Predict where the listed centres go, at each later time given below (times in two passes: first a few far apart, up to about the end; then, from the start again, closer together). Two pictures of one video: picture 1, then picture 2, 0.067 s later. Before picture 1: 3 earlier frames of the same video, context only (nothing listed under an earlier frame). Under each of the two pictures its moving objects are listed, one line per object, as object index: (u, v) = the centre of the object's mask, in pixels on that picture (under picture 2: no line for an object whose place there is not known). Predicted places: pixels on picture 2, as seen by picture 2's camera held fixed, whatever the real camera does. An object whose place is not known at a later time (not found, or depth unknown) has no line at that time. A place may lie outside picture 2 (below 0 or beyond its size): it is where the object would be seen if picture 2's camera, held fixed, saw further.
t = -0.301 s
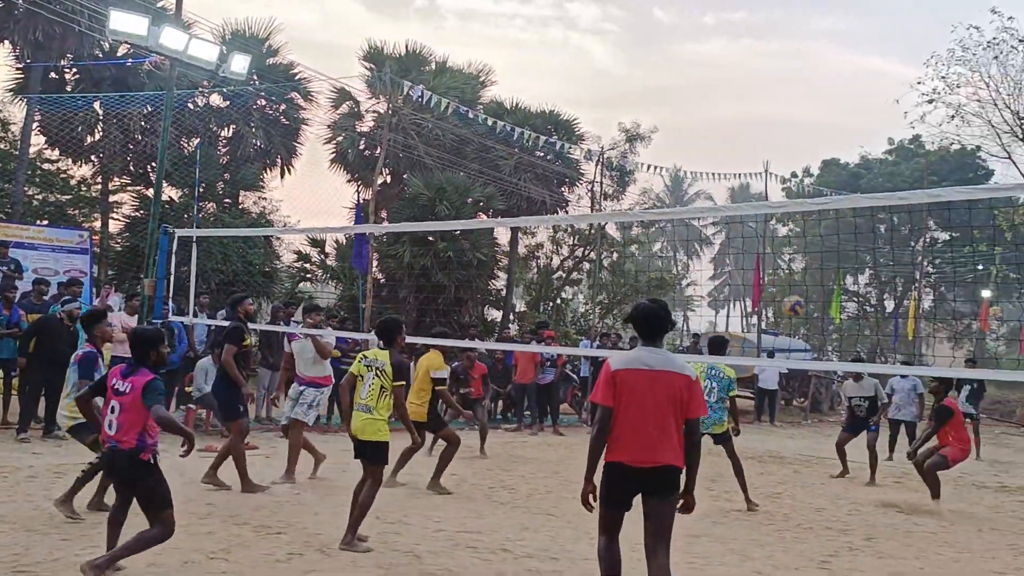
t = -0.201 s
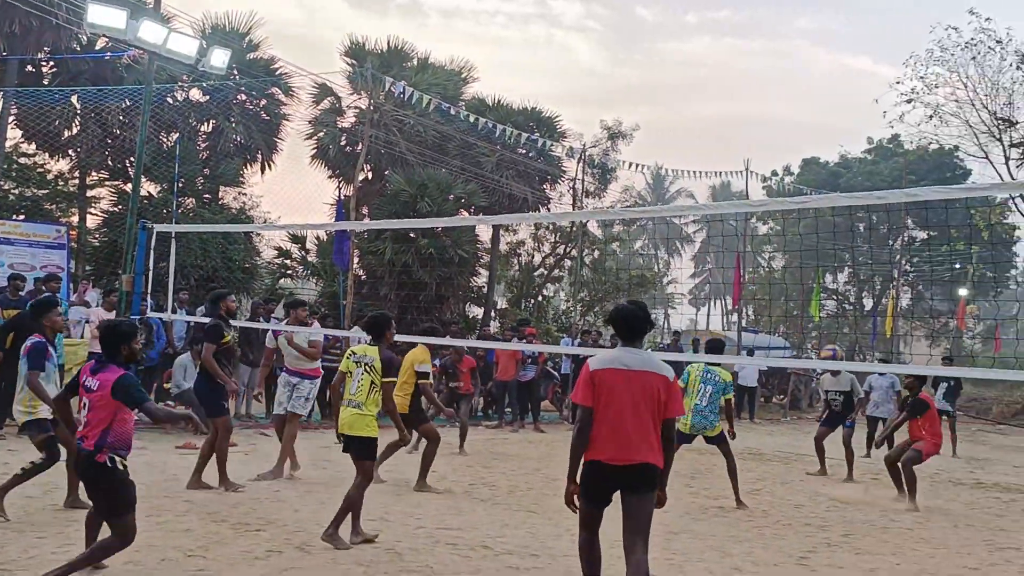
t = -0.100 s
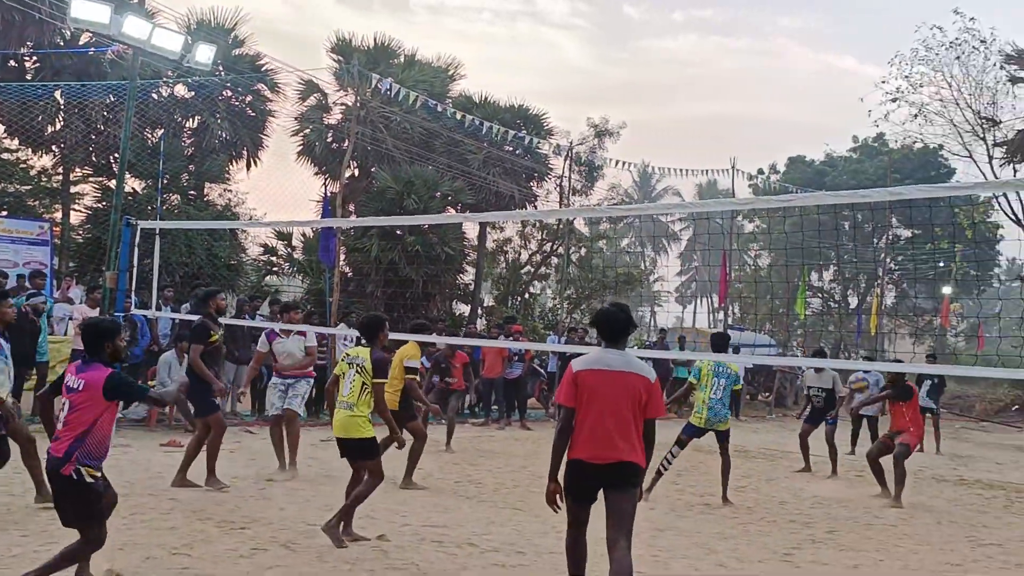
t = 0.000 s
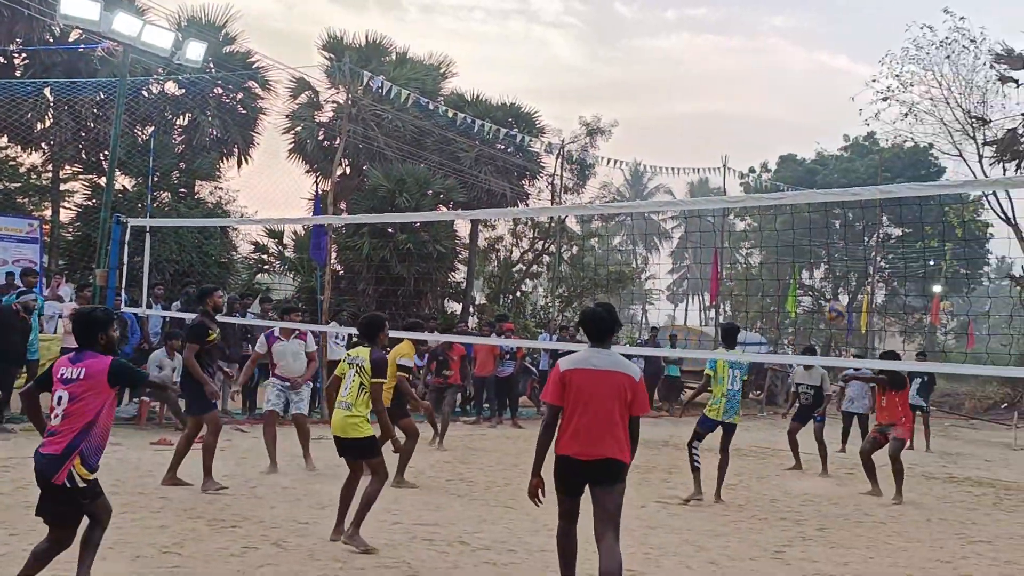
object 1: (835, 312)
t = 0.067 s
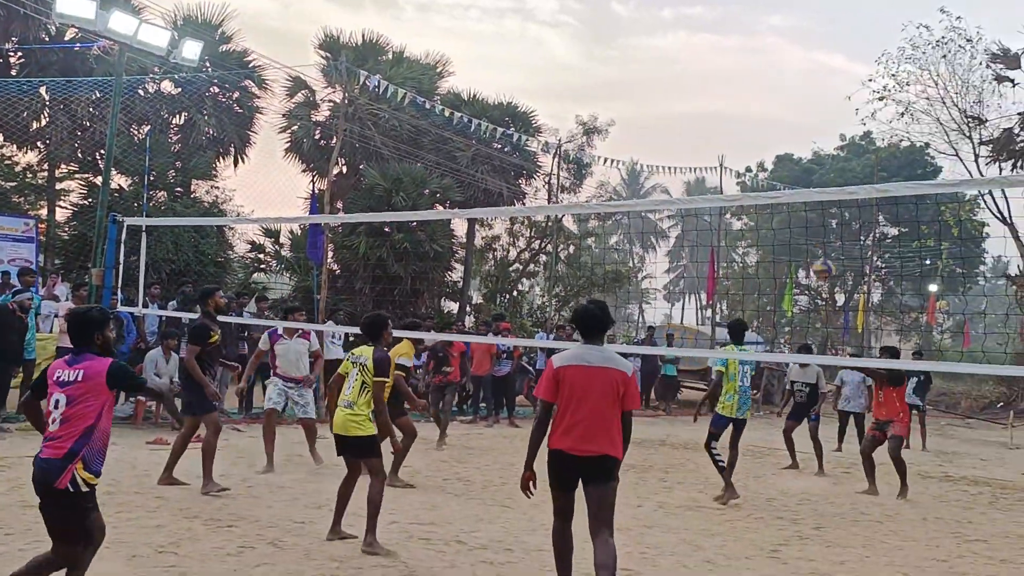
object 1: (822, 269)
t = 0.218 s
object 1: (802, 185)
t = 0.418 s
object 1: (773, 116)
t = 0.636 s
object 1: (740, 76)
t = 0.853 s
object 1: (703, 81)
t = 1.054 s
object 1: (666, 126)
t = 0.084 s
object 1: (820, 259)
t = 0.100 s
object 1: (818, 250)
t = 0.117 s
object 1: (817, 240)
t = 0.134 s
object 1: (814, 231)
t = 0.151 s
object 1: (811, 222)
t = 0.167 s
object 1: (809, 214)
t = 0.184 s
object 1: (806, 209)
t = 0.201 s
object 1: (804, 206)
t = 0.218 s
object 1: (802, 185)
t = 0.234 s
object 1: (800, 181)
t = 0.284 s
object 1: (792, 161)
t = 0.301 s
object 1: (791, 155)
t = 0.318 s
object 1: (788, 149)
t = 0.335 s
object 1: (785, 142)
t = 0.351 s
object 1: (783, 137)
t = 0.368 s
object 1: (780, 131)
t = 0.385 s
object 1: (778, 126)
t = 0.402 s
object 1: (775, 120)
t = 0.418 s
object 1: (773, 116)
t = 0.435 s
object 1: (770, 111)
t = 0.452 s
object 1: (768, 107)
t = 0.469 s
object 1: (766, 103)
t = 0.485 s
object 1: (763, 99)
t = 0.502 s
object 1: (761, 95)
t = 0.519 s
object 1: (758, 92)
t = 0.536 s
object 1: (756, 89)
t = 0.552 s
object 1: (753, 86)
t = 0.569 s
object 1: (751, 84)
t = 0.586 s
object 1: (748, 81)
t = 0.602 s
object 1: (745, 79)
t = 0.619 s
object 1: (743, 77)
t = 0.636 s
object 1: (740, 76)
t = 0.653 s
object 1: (738, 74)
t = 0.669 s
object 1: (735, 74)
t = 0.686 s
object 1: (732, 73)
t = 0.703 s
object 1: (729, 72)
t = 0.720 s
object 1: (727, 72)
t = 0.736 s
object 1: (724, 72)
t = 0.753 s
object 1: (721, 72)
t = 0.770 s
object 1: (718, 73)
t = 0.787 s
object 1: (715, 74)
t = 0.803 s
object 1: (712, 75)
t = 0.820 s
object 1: (710, 77)
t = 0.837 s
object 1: (707, 79)
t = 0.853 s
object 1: (703, 81)
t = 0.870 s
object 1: (701, 83)
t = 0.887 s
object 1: (698, 85)
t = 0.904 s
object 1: (695, 88)
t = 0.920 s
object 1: (691, 91)
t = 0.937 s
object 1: (688, 94)
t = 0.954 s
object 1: (685, 98)
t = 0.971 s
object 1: (682, 102)
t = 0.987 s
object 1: (679, 106)
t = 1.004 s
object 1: (676, 111)
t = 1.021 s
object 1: (673, 116)
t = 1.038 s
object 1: (669, 121)
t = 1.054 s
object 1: (666, 126)
